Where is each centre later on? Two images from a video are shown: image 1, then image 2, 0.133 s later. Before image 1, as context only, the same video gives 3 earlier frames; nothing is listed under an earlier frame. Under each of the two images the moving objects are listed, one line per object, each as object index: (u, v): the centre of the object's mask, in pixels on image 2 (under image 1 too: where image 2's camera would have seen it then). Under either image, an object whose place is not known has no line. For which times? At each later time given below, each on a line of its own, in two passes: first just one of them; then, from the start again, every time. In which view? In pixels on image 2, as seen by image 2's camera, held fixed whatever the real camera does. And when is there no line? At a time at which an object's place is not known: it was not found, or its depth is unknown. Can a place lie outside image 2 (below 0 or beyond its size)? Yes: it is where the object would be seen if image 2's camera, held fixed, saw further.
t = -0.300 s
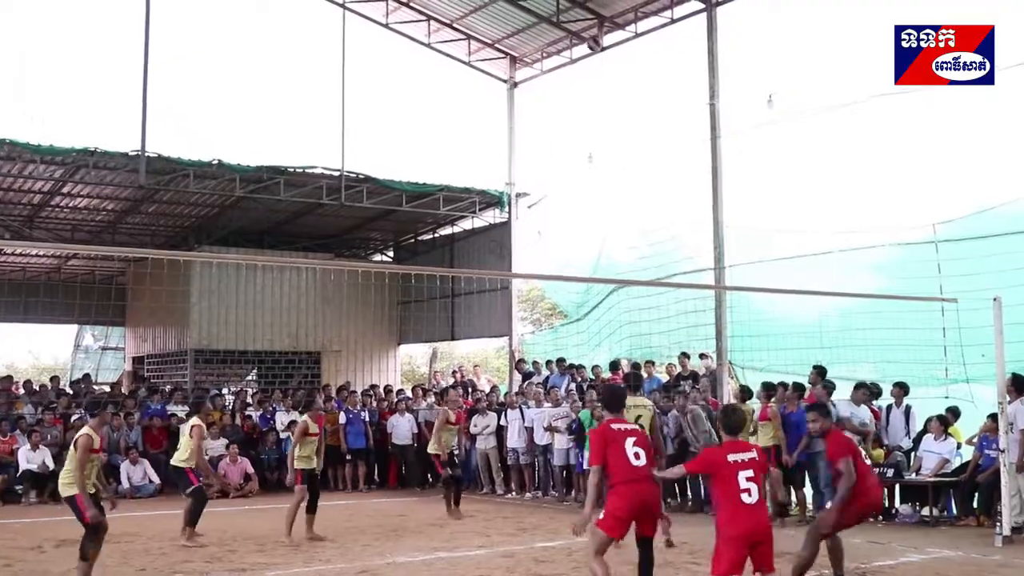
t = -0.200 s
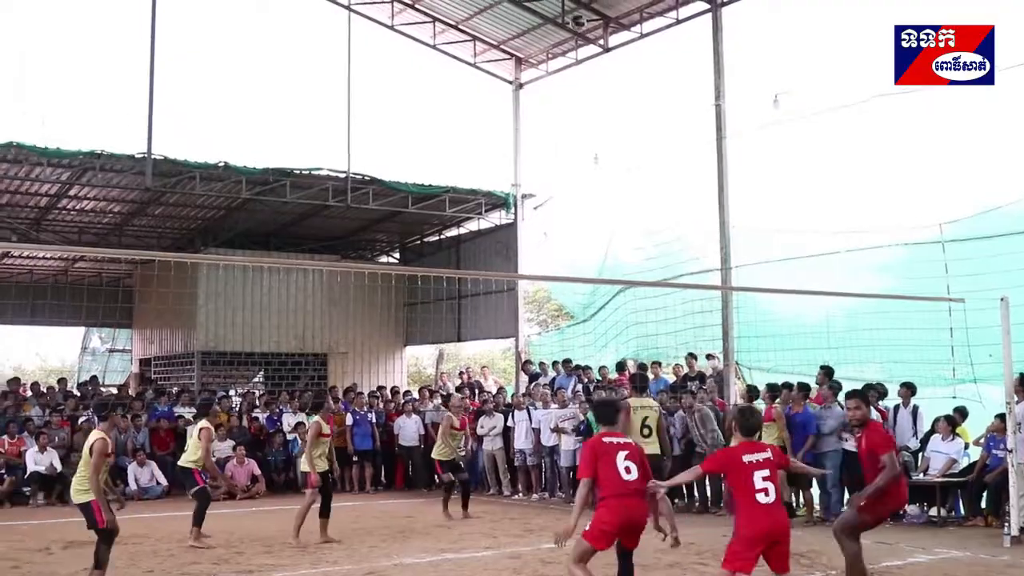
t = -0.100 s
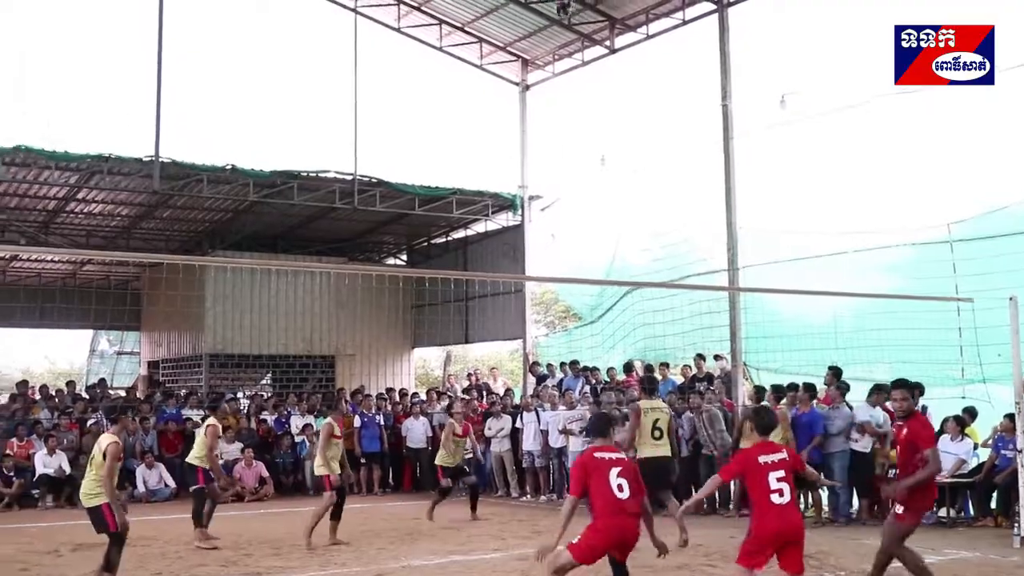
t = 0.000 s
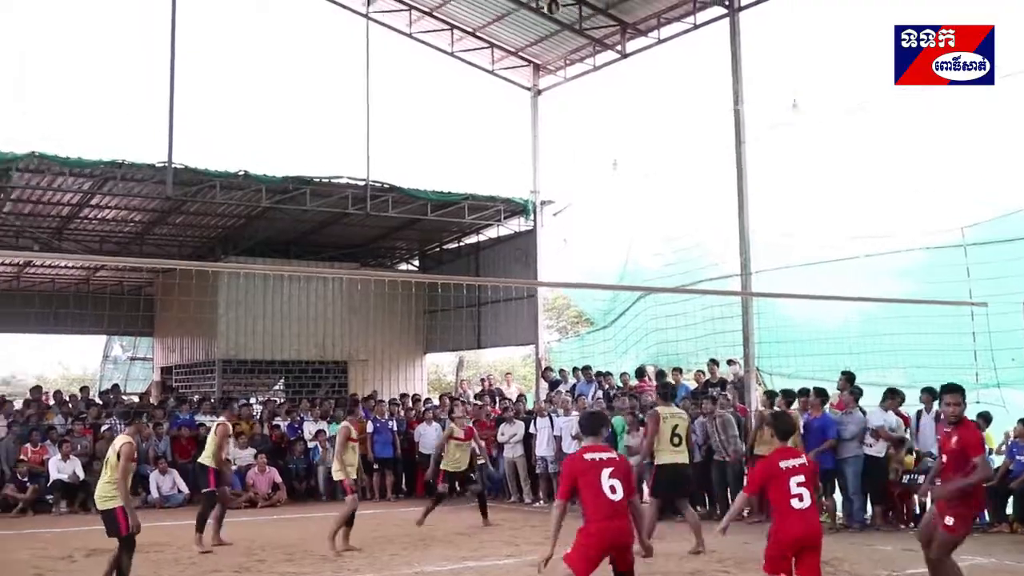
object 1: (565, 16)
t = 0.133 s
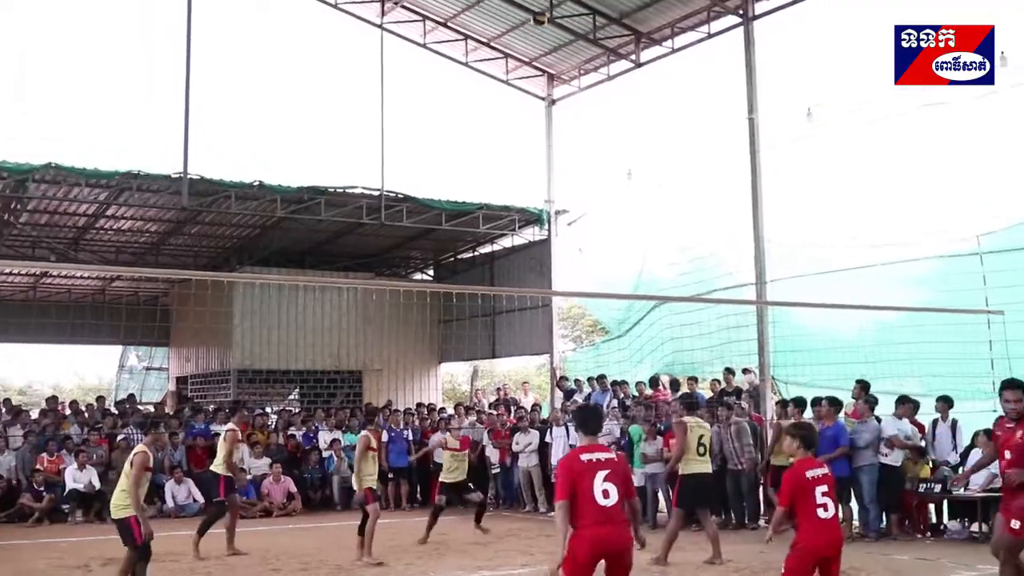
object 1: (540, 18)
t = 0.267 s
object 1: (513, 33)
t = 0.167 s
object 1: (531, 22)
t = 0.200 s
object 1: (525, 25)
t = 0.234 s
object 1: (520, 28)
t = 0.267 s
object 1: (513, 33)
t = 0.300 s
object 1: (507, 39)
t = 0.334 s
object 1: (500, 45)
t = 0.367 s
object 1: (494, 52)
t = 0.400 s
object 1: (488, 60)
